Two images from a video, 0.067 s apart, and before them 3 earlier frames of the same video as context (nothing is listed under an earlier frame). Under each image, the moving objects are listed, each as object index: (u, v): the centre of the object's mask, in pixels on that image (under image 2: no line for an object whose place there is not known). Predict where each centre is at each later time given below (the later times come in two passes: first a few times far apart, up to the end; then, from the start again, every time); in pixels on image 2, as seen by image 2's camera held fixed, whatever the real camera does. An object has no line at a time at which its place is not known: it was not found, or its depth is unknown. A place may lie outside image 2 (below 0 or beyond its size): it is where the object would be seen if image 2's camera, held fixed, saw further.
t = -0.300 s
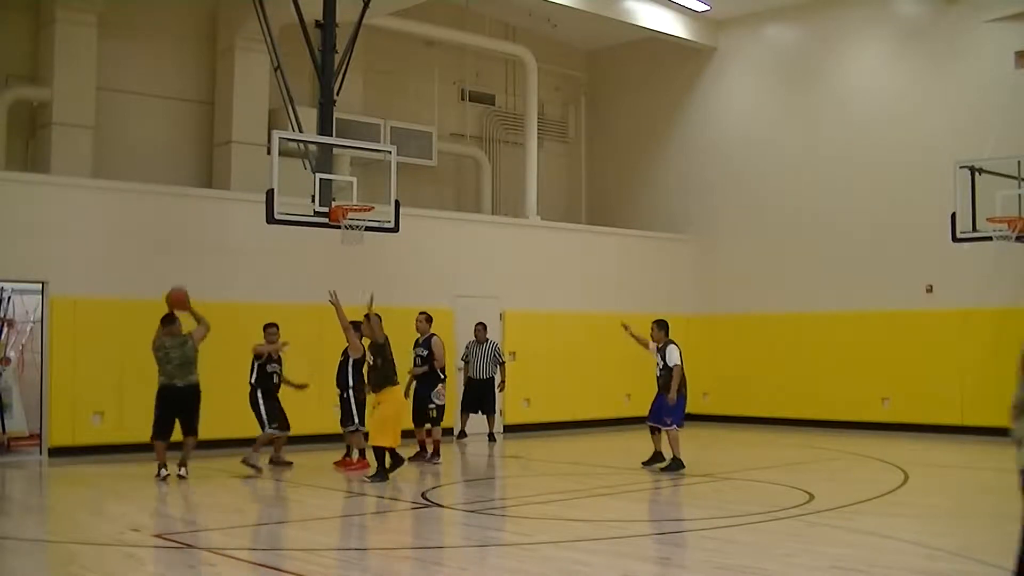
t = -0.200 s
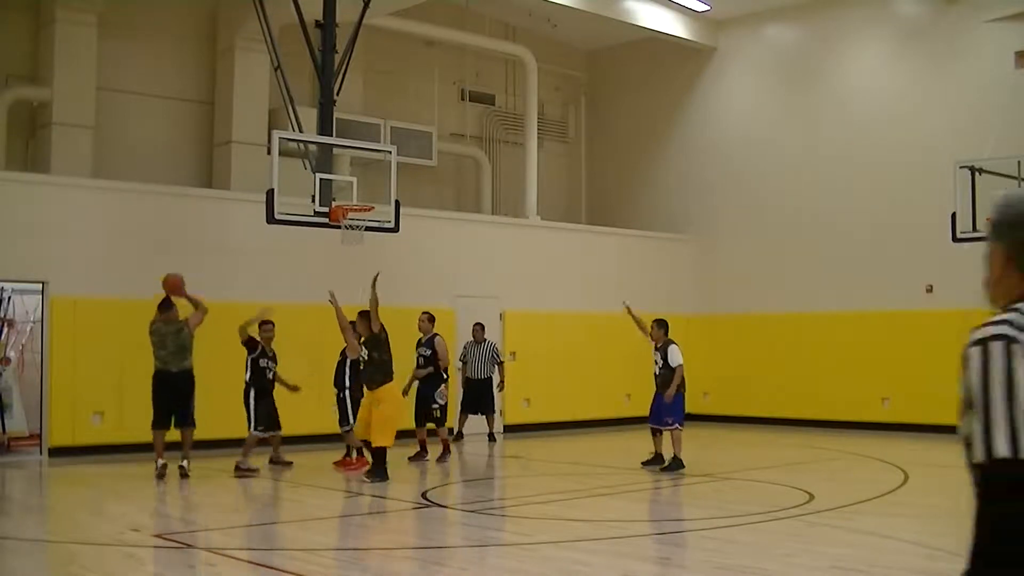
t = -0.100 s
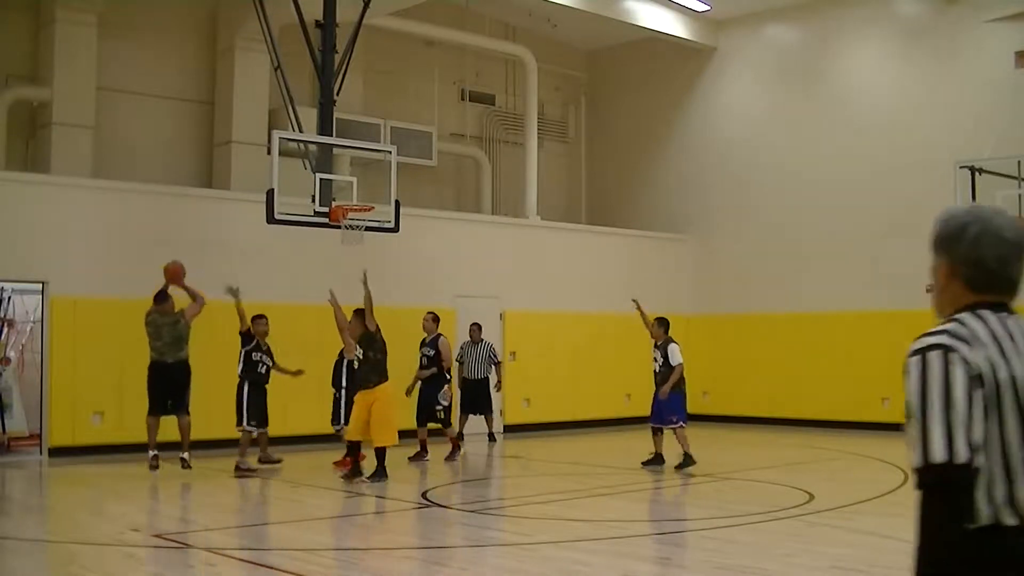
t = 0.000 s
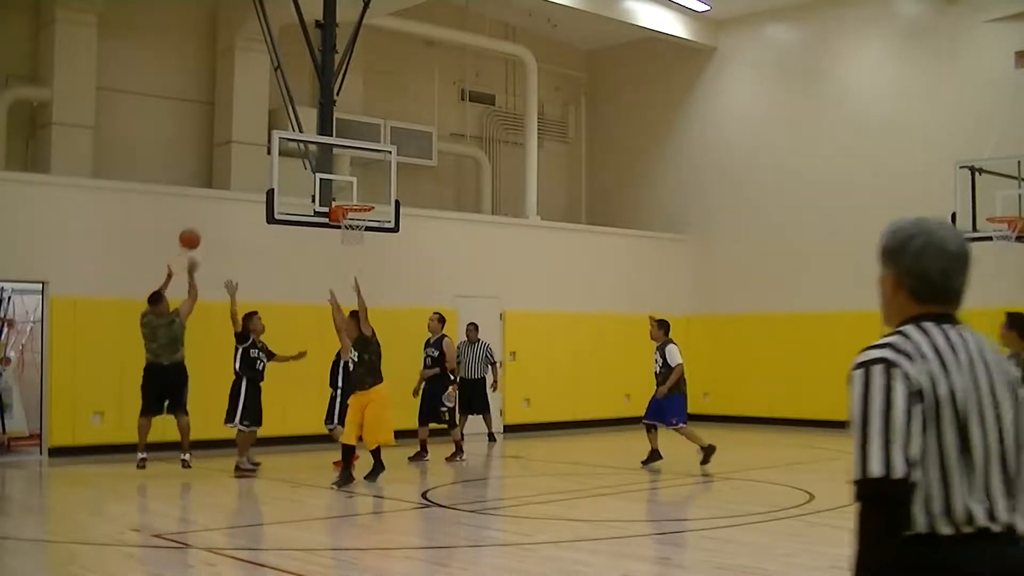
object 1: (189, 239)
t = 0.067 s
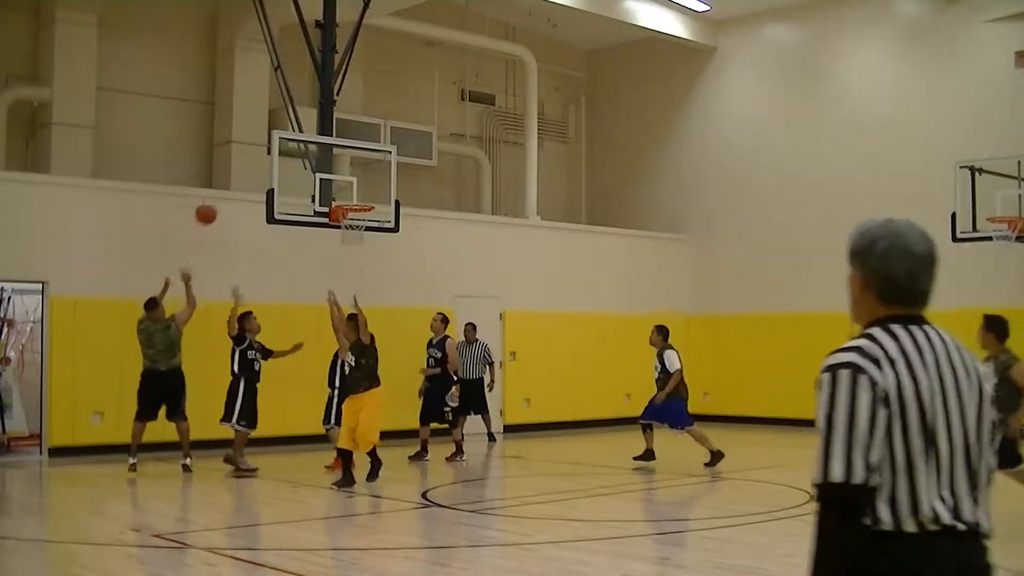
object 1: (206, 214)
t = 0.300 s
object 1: (258, 161)
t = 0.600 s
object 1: (319, 162)
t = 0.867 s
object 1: (361, 196)
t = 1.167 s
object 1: (392, 203)
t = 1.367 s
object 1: (417, 252)
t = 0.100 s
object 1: (213, 203)
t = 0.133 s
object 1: (222, 195)
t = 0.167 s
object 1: (230, 185)
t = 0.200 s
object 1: (237, 178)
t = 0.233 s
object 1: (244, 171)
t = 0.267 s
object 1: (251, 166)
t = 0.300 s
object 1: (258, 161)
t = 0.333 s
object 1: (265, 157)
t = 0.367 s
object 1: (272, 155)
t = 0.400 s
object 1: (278, 155)
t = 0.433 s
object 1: (286, 154)
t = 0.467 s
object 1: (290, 153)
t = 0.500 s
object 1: (298, 154)
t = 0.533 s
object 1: (305, 158)
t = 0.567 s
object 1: (310, 160)
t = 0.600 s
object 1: (319, 162)
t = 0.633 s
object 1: (323, 166)
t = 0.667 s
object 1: (329, 170)
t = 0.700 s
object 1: (335, 175)
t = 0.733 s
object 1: (341, 181)
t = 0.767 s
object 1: (346, 188)
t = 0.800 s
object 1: (352, 195)
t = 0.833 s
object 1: (356, 199)
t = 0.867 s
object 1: (361, 196)
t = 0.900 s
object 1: (364, 194)
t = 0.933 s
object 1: (366, 193)
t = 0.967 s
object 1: (371, 192)
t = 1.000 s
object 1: (374, 191)
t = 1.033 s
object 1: (377, 192)
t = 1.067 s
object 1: (380, 193)
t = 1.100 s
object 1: (384, 196)
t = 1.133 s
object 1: (389, 199)
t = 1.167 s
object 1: (392, 203)
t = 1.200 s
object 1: (396, 209)
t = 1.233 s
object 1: (401, 215)
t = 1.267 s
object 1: (405, 222)
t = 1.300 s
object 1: (408, 231)
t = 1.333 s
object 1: (412, 241)
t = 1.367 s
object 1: (417, 252)
